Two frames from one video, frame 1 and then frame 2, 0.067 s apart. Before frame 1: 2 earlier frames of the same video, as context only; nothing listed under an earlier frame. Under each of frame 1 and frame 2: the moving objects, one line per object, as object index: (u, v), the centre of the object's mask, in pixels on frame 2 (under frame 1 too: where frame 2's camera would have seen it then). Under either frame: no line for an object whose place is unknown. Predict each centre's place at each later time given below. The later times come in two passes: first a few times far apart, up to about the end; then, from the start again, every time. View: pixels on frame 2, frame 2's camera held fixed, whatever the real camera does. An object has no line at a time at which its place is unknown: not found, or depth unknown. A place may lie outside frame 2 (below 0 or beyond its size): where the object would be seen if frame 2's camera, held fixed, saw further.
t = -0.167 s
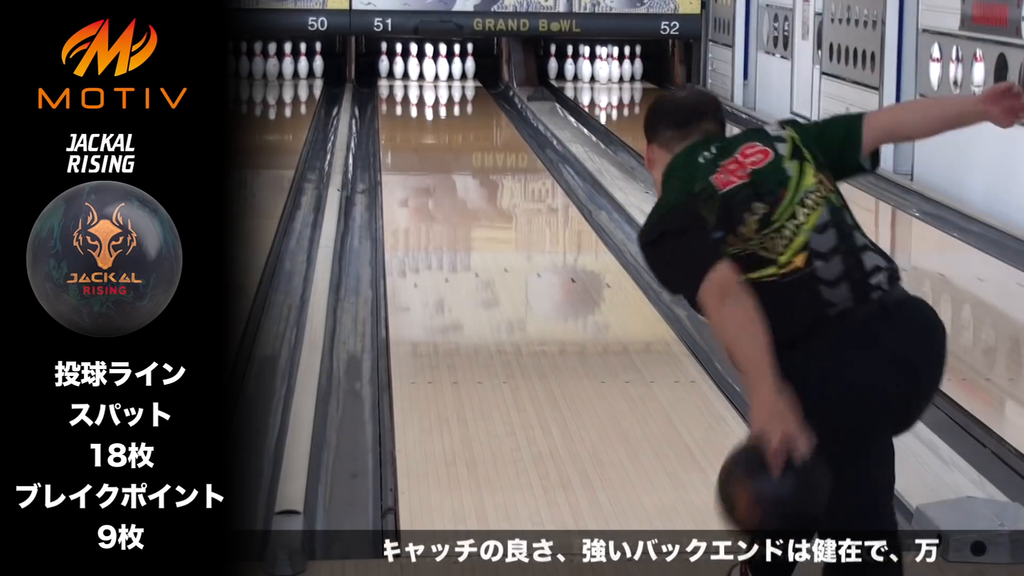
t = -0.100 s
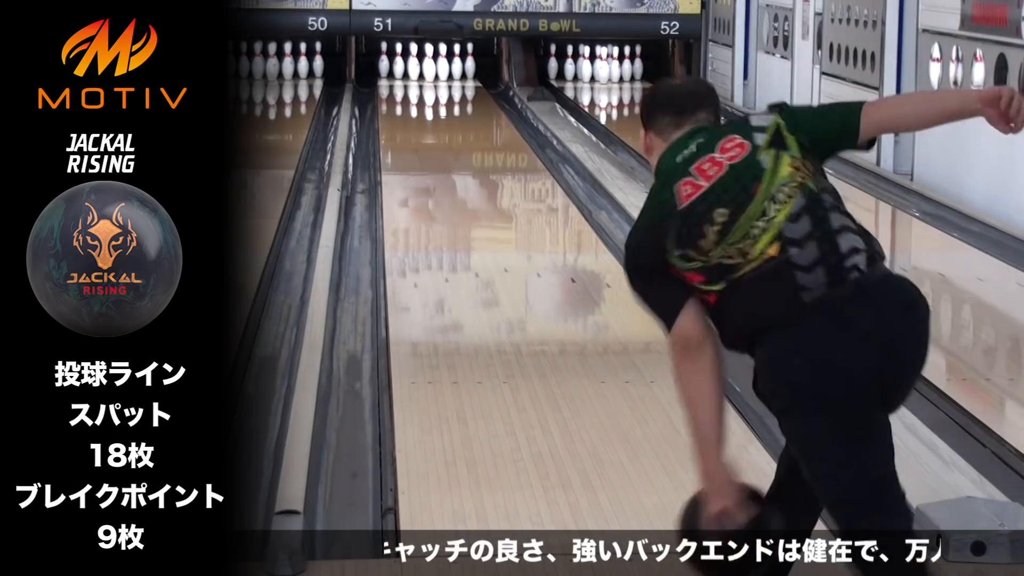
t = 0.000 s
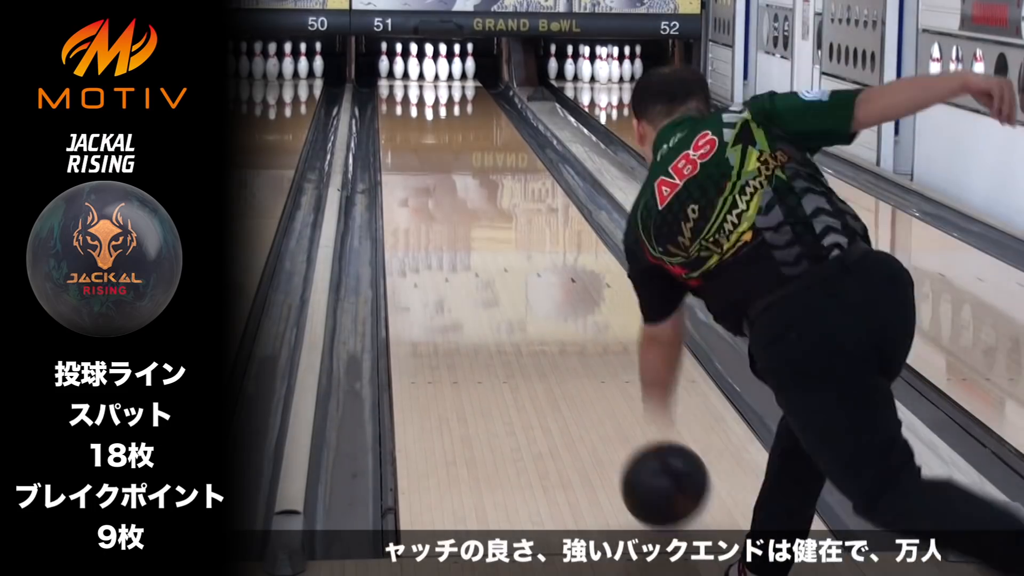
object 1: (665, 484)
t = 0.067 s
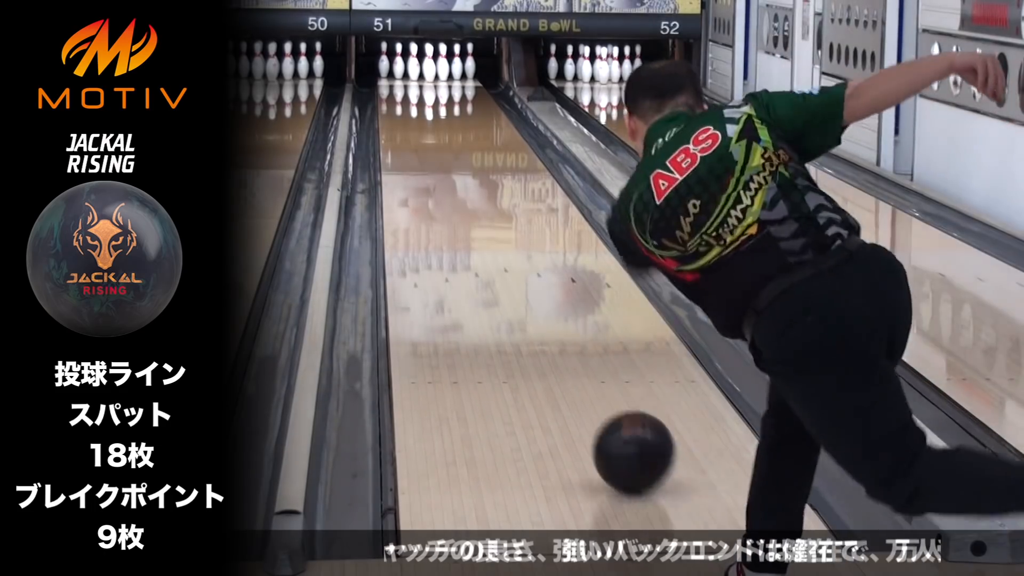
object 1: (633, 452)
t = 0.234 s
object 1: (574, 368)
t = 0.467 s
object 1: (519, 287)
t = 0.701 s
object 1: (483, 233)
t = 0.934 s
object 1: (457, 193)
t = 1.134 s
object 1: (441, 167)
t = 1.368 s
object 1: (427, 143)
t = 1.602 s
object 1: (417, 123)
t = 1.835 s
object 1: (409, 107)
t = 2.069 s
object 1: (406, 94)
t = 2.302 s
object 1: (411, 83)
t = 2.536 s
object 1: (421, 75)
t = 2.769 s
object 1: (429, 70)
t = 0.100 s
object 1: (620, 431)
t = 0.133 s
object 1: (607, 414)
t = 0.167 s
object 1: (595, 398)
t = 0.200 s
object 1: (584, 383)
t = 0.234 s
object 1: (574, 368)
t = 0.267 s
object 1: (565, 354)
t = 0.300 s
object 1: (556, 341)
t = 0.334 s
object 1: (547, 329)
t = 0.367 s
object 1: (539, 318)
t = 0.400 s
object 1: (532, 307)
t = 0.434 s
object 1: (525, 297)
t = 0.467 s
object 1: (519, 287)
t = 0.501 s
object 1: (513, 278)
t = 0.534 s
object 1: (507, 269)
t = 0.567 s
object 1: (502, 261)
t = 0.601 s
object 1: (496, 253)
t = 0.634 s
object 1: (492, 246)
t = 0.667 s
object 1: (487, 239)
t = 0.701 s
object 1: (483, 233)
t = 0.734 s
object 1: (478, 227)
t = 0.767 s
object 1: (474, 221)
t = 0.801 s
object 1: (471, 215)
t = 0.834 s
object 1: (467, 209)
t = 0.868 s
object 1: (464, 204)
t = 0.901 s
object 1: (460, 198)
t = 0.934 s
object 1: (457, 193)
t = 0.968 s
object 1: (454, 188)
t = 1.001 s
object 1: (451, 184)
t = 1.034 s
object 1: (449, 179)
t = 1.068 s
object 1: (446, 175)
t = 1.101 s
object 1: (444, 171)
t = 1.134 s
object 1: (441, 167)
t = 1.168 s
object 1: (439, 163)
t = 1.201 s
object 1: (437, 160)
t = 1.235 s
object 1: (435, 156)
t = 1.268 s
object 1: (433, 152)
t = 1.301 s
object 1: (431, 149)
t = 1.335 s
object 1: (429, 146)
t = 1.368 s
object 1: (427, 143)
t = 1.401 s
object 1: (426, 140)
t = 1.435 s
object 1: (424, 137)
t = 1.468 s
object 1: (422, 134)
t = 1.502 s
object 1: (421, 131)
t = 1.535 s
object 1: (419, 128)
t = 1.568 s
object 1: (418, 126)
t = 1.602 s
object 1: (417, 123)
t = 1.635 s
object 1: (415, 121)
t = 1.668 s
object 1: (414, 119)
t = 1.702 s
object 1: (413, 116)
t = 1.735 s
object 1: (412, 114)
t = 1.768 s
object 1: (411, 111)
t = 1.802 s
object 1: (411, 109)
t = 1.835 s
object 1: (409, 107)
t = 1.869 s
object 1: (408, 105)
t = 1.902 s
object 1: (408, 103)
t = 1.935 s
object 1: (407, 101)
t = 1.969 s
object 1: (406, 99)
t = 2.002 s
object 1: (406, 97)
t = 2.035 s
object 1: (406, 96)
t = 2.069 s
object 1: (406, 94)
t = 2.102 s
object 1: (407, 92)
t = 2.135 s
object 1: (406, 91)
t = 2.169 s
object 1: (407, 89)
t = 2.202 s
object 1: (408, 88)
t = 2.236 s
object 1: (409, 87)
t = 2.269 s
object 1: (410, 85)
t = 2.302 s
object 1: (411, 83)
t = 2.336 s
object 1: (412, 82)
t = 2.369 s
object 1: (413, 81)
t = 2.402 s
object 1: (415, 79)
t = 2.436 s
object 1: (416, 79)
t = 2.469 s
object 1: (418, 77)
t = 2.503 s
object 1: (419, 76)
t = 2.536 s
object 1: (421, 75)
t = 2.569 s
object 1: (422, 74)
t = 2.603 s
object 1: (424, 73)
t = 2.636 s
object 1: (424, 72)
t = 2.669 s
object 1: (424, 72)
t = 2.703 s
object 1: (425, 71)
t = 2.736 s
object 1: (427, 71)
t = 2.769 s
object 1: (429, 70)
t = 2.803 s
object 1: (429, 69)
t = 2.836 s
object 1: (429, 69)
